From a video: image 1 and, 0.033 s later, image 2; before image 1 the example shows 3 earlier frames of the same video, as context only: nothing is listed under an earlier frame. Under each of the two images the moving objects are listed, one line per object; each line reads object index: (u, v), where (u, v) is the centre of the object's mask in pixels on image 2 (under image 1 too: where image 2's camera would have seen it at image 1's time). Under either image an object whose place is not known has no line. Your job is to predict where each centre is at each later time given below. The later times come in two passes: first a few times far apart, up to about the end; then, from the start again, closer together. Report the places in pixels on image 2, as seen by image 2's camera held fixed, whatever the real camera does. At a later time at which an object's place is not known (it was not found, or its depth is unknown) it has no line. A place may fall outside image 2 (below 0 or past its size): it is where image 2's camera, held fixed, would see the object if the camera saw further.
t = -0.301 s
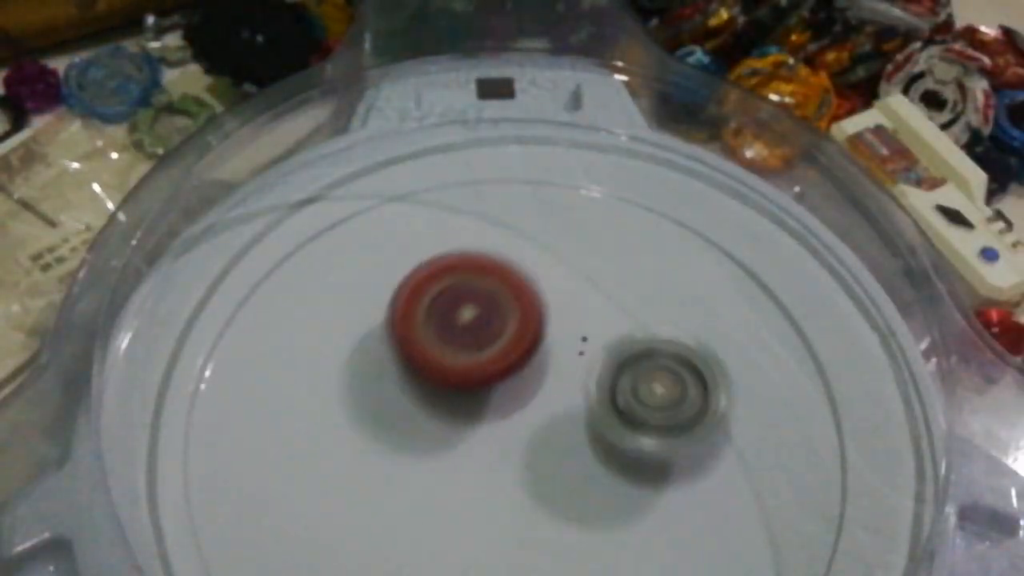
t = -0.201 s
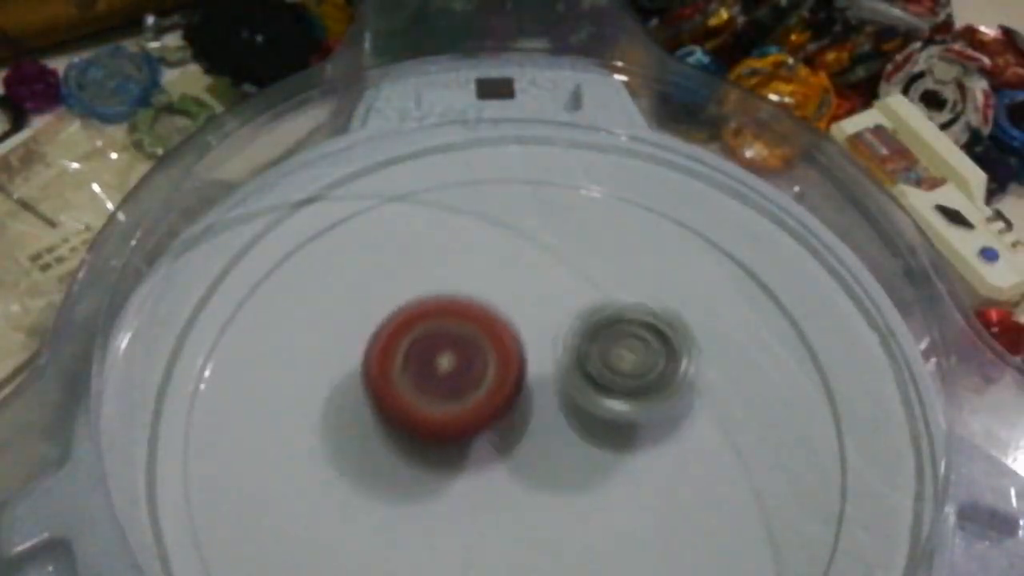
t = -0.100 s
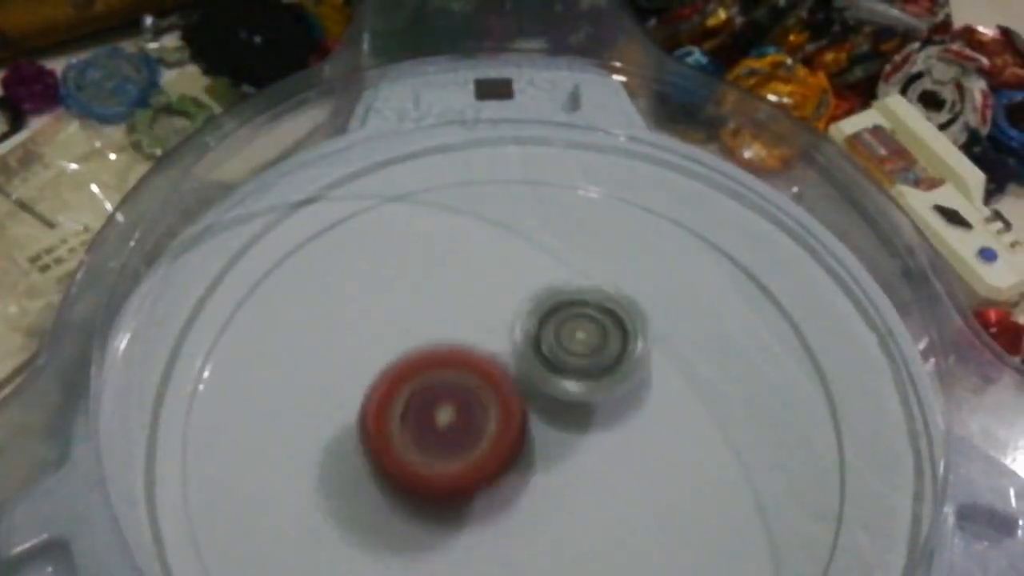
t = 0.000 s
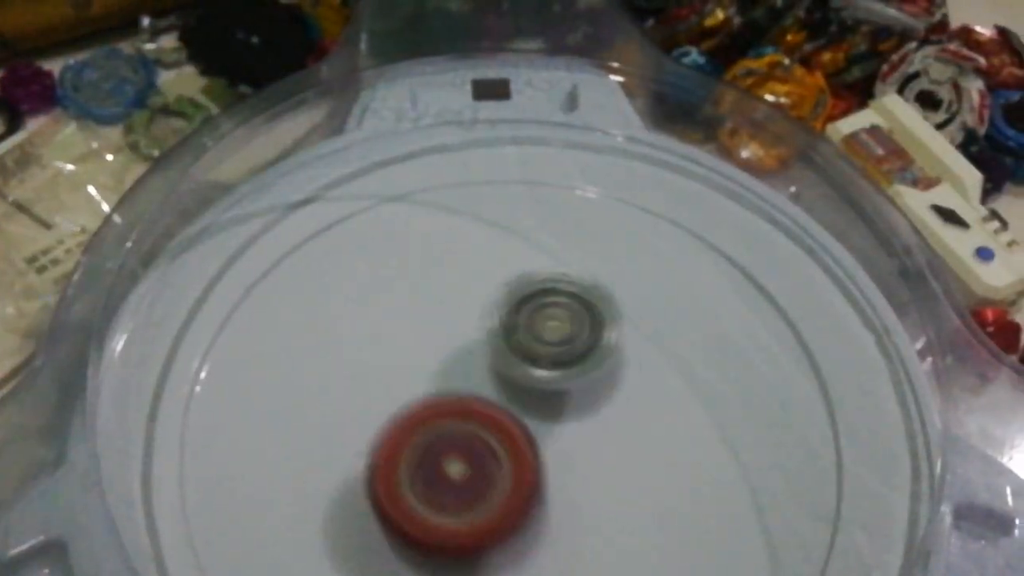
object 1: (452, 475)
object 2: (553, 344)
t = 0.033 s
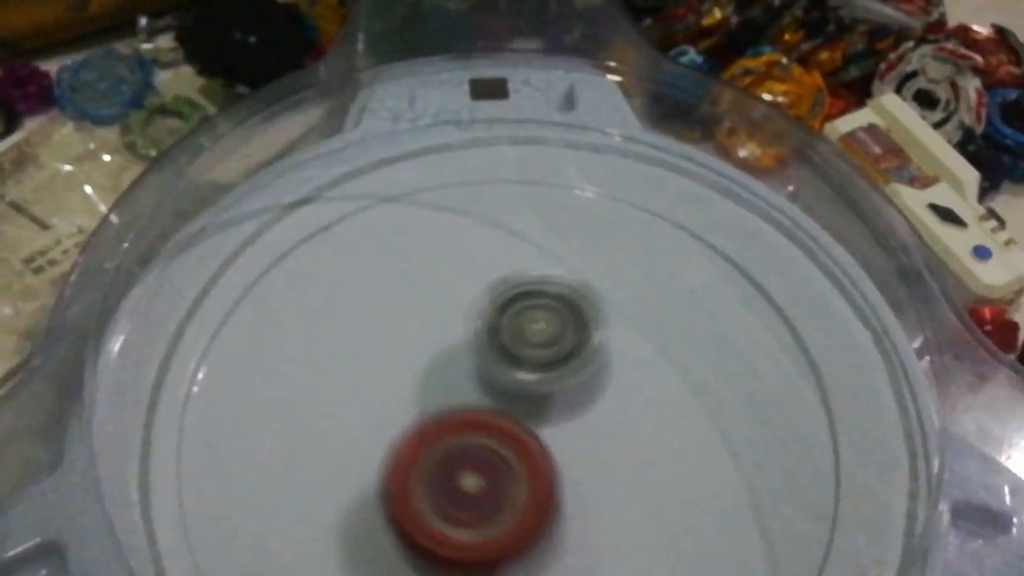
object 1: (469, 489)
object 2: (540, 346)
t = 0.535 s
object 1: (669, 401)
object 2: (492, 459)
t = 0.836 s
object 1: (582, 322)
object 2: (477, 454)
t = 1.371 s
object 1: (450, 342)
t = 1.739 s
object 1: (433, 372)
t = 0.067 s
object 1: (491, 498)
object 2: (528, 350)
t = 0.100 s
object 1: (514, 503)
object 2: (517, 356)
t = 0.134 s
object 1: (537, 506)
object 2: (499, 359)
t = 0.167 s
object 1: (559, 506)
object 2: (493, 373)
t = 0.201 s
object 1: (580, 505)
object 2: (484, 387)
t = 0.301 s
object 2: (470, 424)
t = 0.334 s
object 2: (457, 425)
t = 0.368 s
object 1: (670, 469)
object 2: (455, 431)
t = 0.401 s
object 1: (677, 455)
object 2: (458, 438)
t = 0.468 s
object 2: (480, 458)
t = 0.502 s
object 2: (488, 461)
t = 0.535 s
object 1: (669, 401)
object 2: (492, 459)
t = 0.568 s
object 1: (661, 390)
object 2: (500, 459)
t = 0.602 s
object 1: (652, 379)
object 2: (508, 458)
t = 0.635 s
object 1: (648, 367)
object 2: (506, 458)
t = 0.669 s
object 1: (642, 355)
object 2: (501, 459)
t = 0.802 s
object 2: (491, 447)
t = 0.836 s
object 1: (582, 322)
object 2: (477, 454)
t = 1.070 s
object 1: (509, 307)
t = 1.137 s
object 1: (495, 306)
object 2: (472, 510)
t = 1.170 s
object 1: (487, 310)
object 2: (479, 510)
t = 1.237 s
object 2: (494, 505)
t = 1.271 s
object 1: (465, 328)
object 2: (501, 500)
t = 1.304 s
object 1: (459, 337)
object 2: (506, 492)
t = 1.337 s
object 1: (454, 343)
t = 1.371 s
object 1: (450, 342)
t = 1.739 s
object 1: (433, 372)
